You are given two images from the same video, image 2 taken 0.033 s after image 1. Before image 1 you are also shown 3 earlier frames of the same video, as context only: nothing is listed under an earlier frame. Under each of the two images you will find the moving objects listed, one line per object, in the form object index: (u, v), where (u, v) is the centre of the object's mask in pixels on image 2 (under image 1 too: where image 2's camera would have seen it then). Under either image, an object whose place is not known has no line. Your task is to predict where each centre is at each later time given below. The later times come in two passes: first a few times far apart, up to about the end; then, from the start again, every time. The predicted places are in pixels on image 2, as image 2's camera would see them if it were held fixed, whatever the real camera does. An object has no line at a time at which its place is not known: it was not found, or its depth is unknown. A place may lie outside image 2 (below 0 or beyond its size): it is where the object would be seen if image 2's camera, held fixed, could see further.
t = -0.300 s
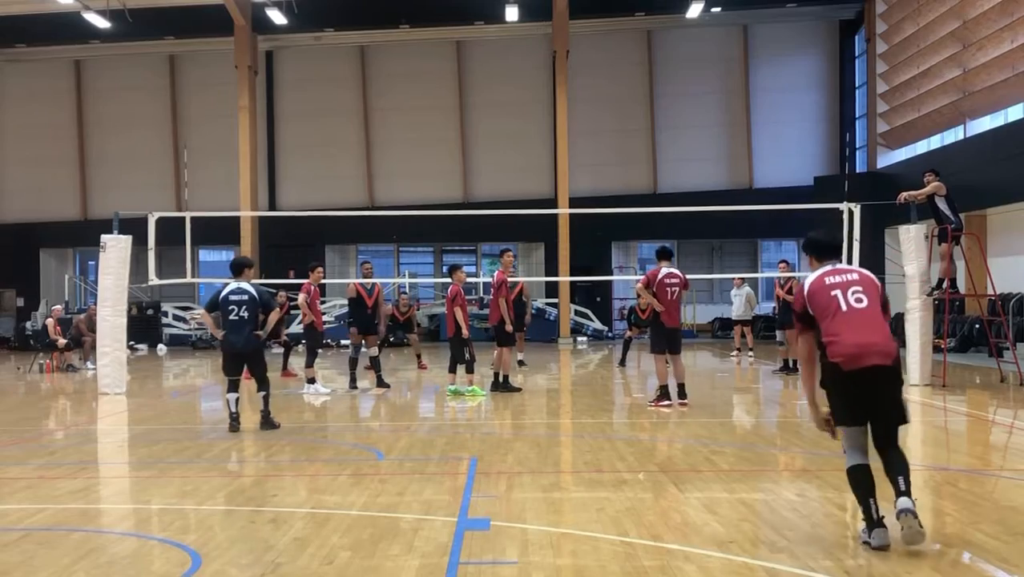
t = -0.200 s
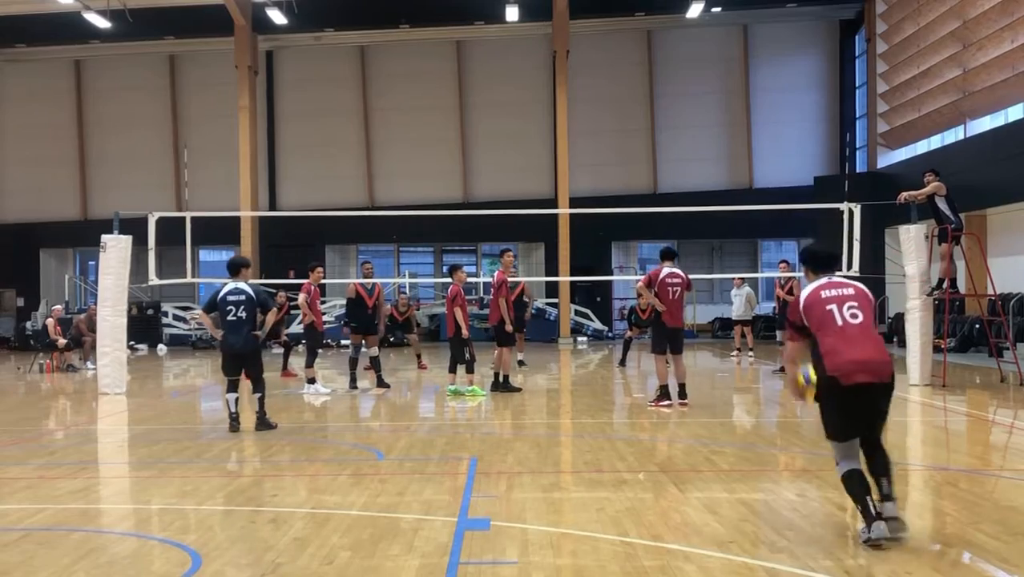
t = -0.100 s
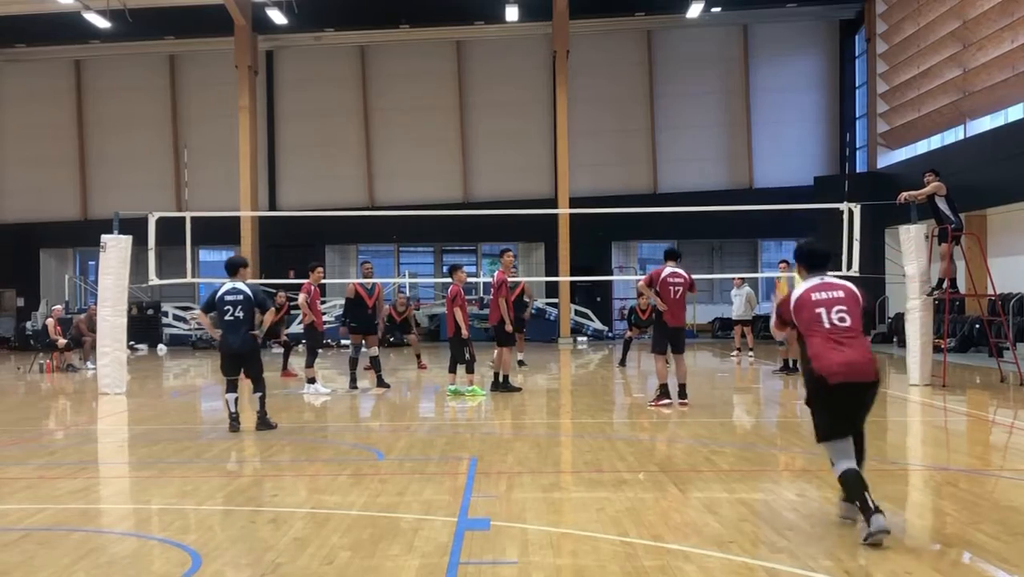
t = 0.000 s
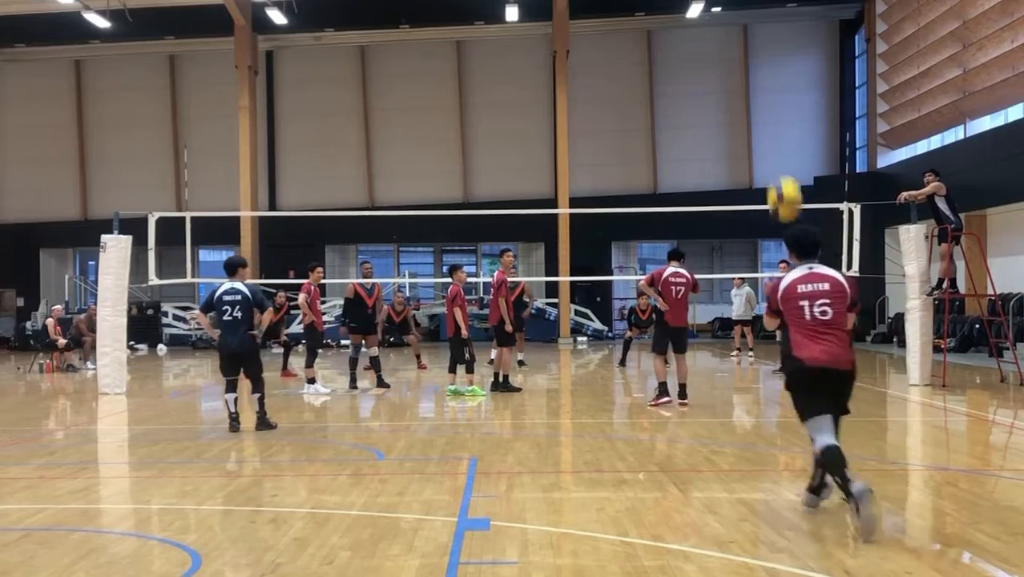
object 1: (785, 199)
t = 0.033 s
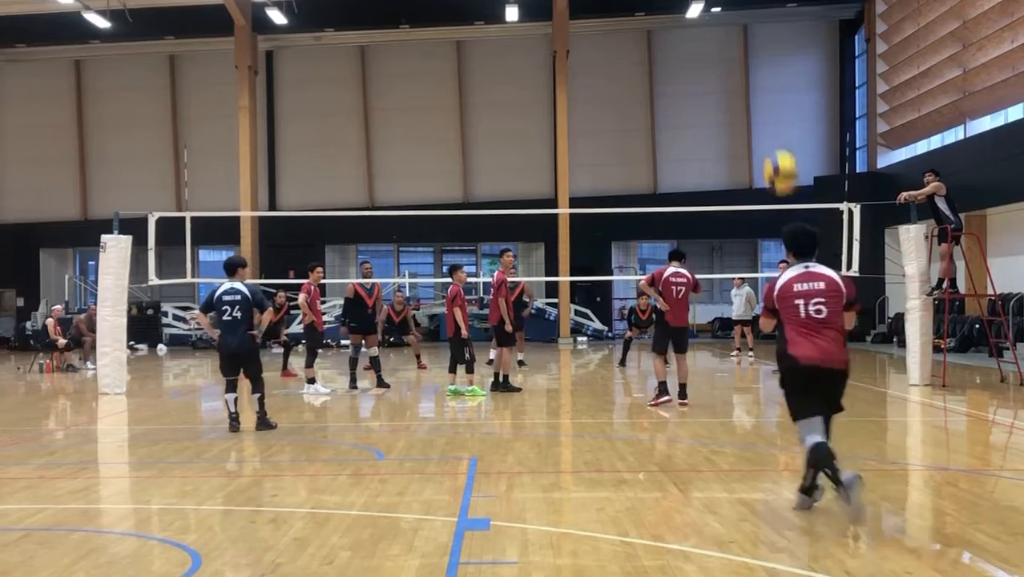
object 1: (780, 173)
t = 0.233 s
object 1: (761, 58)
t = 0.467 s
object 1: (741, 14)
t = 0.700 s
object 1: (724, 48)
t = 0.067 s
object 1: (777, 147)
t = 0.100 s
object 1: (774, 125)
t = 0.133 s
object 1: (770, 105)
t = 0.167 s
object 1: (767, 88)
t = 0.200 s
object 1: (764, 72)
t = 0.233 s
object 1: (761, 58)
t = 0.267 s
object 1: (758, 46)
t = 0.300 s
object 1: (755, 37)
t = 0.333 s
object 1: (752, 29)
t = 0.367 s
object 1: (749, 23)
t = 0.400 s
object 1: (747, 17)
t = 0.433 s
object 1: (744, 15)
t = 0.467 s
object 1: (741, 14)
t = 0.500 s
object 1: (739, 14)
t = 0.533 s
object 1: (736, 16)
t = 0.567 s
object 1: (733, 19)
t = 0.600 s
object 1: (731, 24)
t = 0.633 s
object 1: (729, 30)
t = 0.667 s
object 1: (727, 39)
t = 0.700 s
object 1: (724, 48)
